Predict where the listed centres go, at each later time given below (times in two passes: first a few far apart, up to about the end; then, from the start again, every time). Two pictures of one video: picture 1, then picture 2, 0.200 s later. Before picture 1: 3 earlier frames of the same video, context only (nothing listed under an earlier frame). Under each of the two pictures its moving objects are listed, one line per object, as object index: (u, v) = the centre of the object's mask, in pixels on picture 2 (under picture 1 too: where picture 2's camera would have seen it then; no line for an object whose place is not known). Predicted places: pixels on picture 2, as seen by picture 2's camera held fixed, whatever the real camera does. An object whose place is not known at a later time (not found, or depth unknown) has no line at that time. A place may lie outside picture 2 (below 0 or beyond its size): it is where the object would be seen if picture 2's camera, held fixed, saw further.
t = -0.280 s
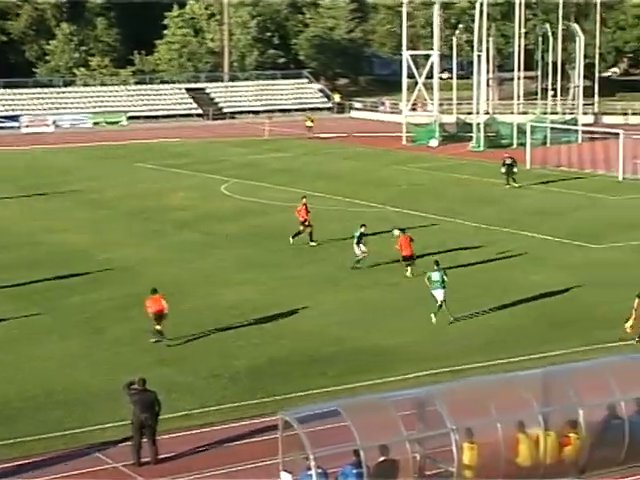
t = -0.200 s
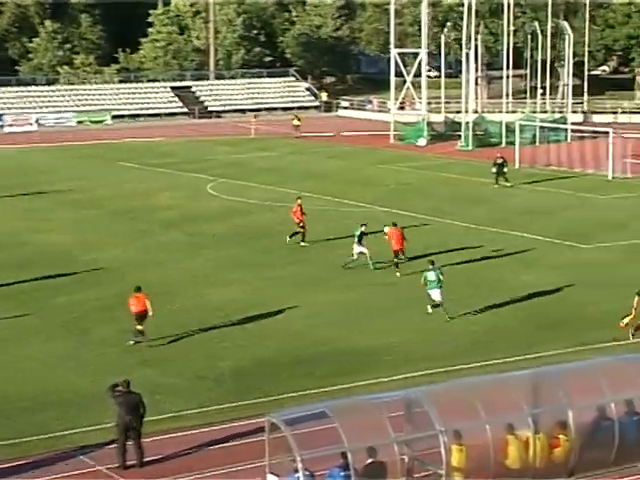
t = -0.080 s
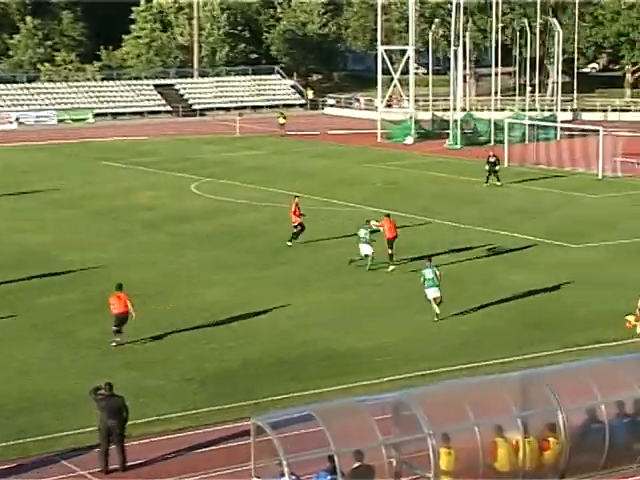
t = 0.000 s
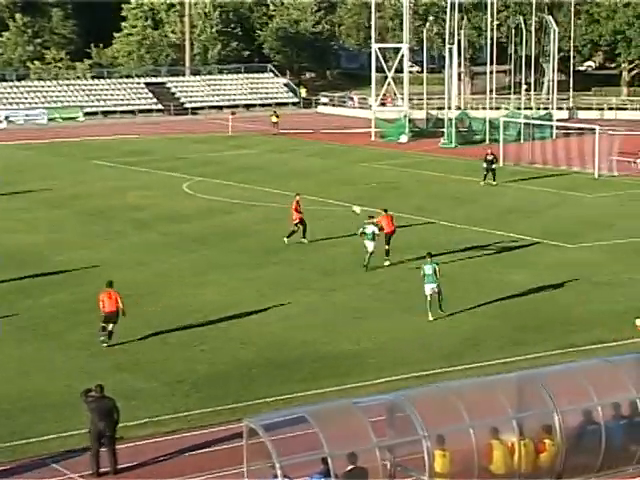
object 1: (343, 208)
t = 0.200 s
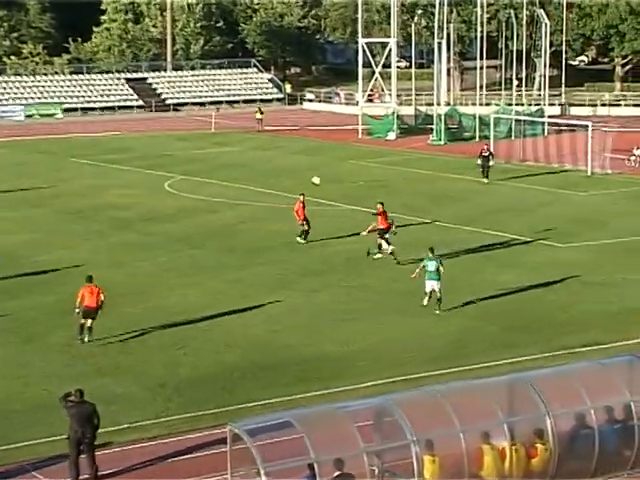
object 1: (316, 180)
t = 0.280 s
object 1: (304, 172)
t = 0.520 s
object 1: (268, 163)
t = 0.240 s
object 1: (310, 176)
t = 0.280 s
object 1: (304, 172)
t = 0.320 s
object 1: (298, 170)
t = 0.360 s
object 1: (292, 167)
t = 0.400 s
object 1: (286, 165)
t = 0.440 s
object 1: (280, 164)
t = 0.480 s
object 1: (275, 164)
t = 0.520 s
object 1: (268, 163)
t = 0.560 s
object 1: (263, 164)
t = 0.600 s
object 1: (257, 165)
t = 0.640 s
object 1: (251, 167)
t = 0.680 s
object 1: (246, 170)
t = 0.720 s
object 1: (240, 171)
